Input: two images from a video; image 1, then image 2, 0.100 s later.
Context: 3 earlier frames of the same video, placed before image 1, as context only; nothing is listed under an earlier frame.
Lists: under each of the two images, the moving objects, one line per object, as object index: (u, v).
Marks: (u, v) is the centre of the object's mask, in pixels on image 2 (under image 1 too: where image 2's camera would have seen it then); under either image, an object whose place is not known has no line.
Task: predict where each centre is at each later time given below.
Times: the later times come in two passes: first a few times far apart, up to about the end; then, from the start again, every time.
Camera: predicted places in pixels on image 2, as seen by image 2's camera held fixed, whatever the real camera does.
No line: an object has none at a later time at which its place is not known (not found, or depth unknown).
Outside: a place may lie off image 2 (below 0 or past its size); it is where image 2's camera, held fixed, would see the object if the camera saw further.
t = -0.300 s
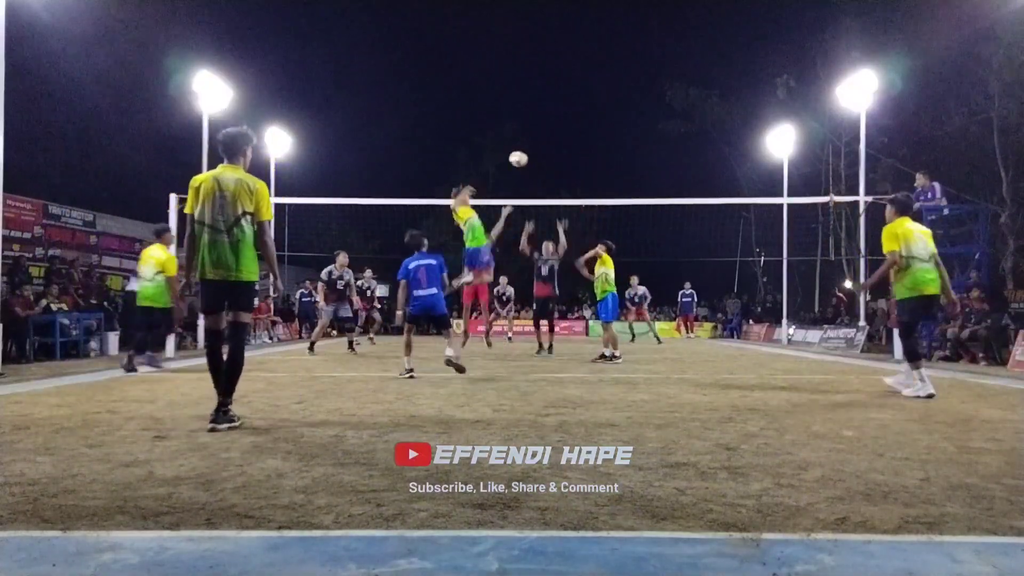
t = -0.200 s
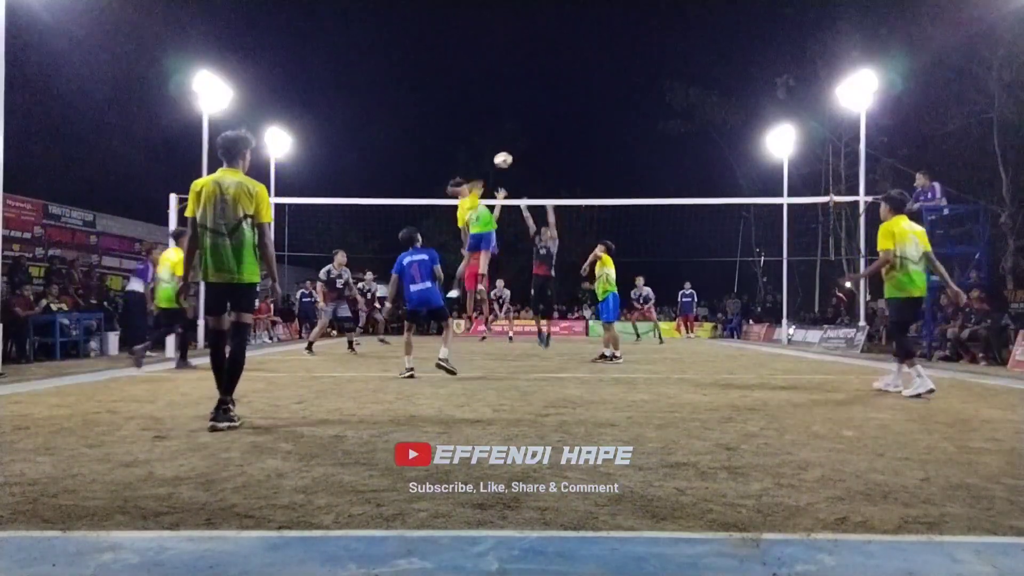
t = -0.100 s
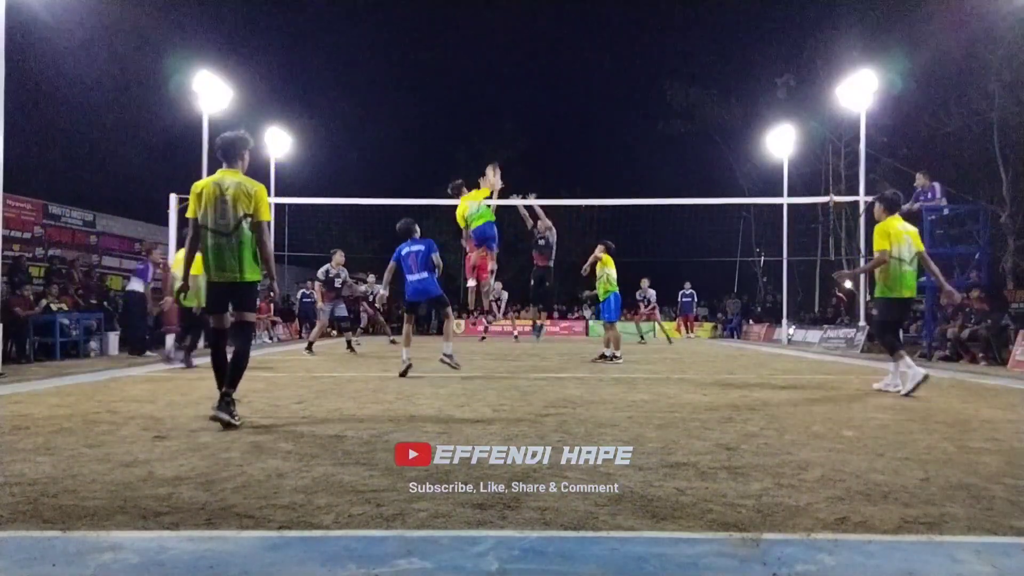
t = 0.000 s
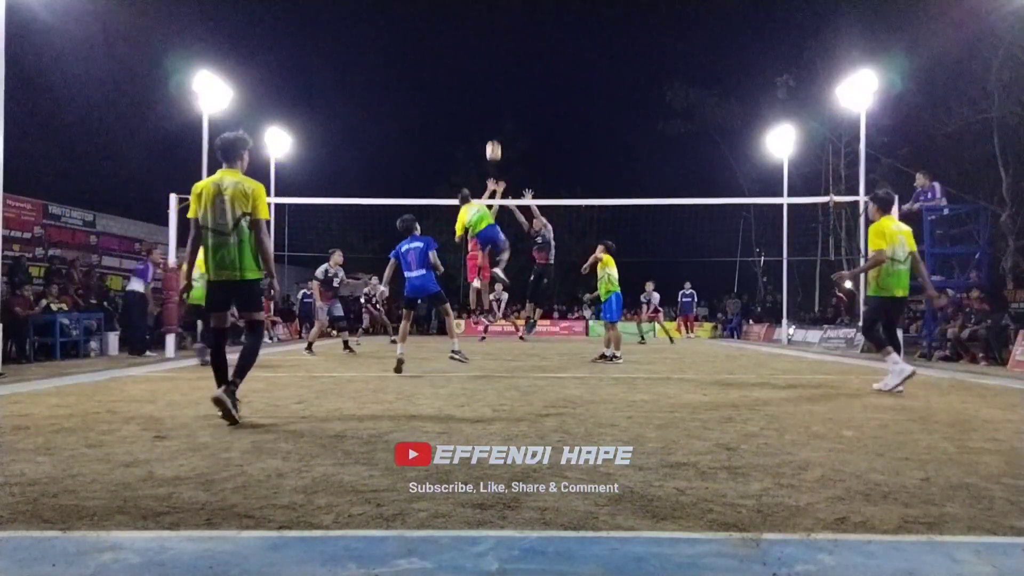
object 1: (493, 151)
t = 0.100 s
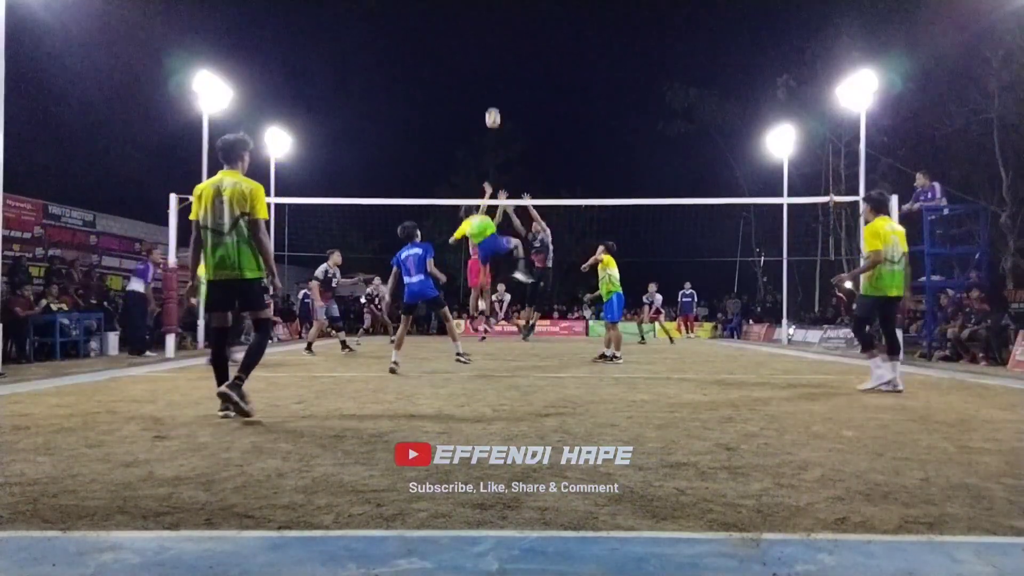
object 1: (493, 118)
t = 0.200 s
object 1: (492, 91)
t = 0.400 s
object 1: (490, 56)
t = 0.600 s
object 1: (488, 47)
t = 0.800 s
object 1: (485, 63)
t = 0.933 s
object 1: (483, 88)
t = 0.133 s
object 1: (492, 109)
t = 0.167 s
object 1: (492, 100)
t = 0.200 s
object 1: (492, 91)
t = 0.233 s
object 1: (492, 84)
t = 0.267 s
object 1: (491, 77)
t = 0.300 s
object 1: (491, 71)
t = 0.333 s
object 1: (491, 65)
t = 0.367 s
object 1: (490, 61)
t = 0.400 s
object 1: (490, 56)
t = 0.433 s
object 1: (490, 53)
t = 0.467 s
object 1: (489, 50)
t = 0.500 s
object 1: (489, 48)
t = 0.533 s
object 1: (488, 47)
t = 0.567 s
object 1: (488, 47)
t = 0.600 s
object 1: (488, 47)
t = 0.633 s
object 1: (487, 48)
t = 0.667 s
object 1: (487, 49)
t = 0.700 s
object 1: (486, 52)
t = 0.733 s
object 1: (486, 55)
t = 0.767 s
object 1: (485, 58)
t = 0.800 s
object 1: (485, 63)
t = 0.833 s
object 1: (485, 68)
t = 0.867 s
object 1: (484, 75)
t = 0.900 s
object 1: (484, 81)
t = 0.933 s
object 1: (483, 88)
